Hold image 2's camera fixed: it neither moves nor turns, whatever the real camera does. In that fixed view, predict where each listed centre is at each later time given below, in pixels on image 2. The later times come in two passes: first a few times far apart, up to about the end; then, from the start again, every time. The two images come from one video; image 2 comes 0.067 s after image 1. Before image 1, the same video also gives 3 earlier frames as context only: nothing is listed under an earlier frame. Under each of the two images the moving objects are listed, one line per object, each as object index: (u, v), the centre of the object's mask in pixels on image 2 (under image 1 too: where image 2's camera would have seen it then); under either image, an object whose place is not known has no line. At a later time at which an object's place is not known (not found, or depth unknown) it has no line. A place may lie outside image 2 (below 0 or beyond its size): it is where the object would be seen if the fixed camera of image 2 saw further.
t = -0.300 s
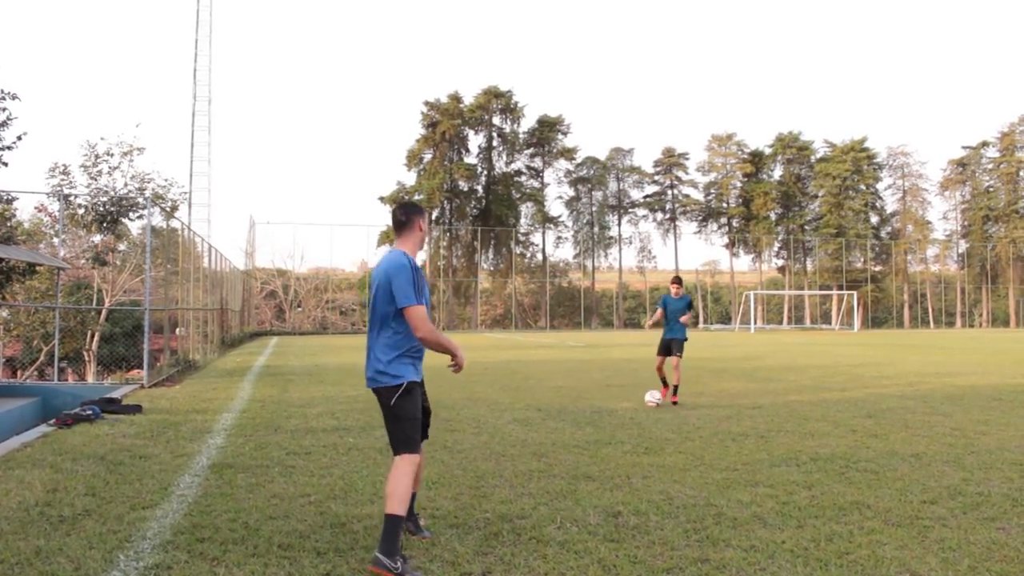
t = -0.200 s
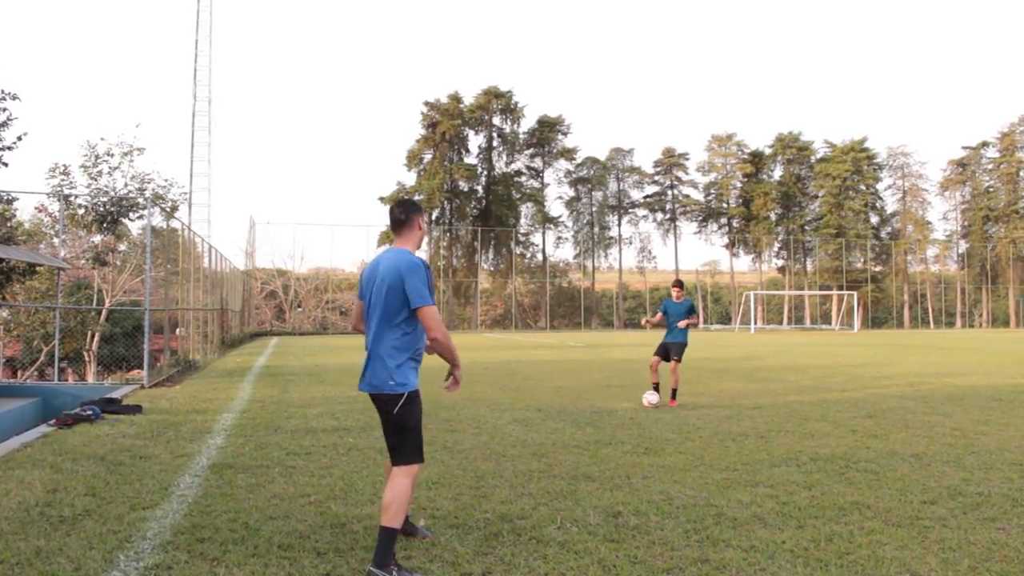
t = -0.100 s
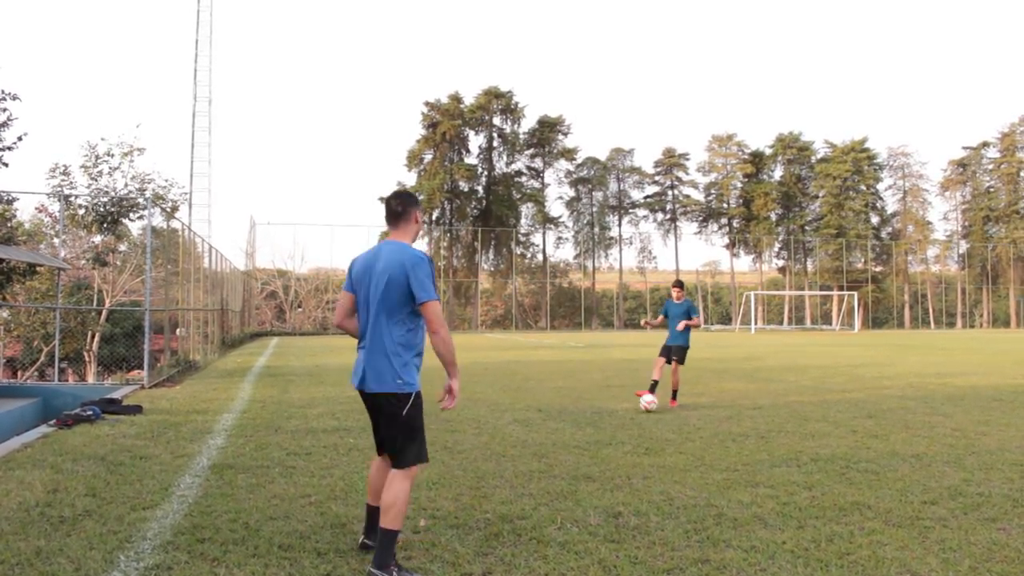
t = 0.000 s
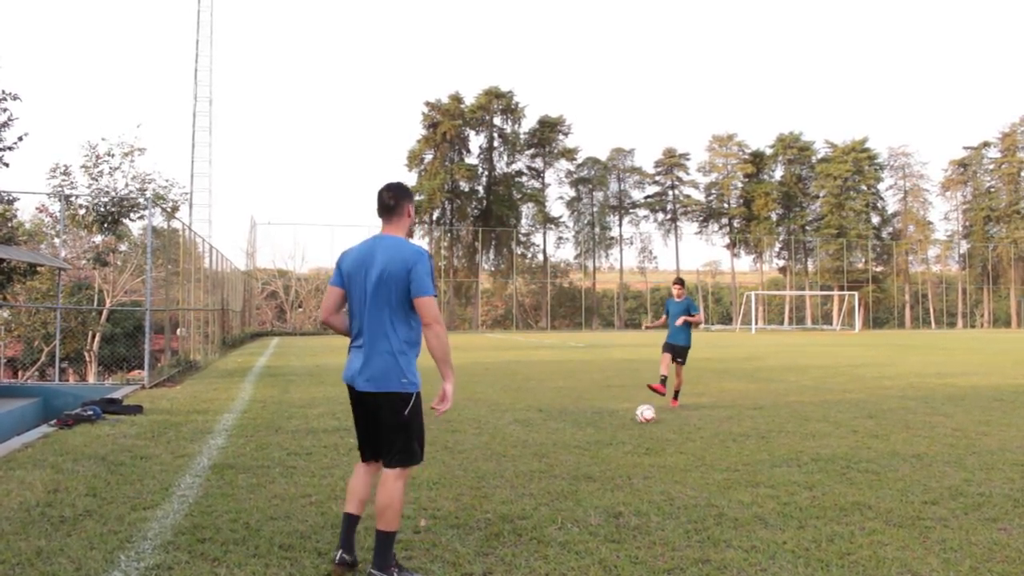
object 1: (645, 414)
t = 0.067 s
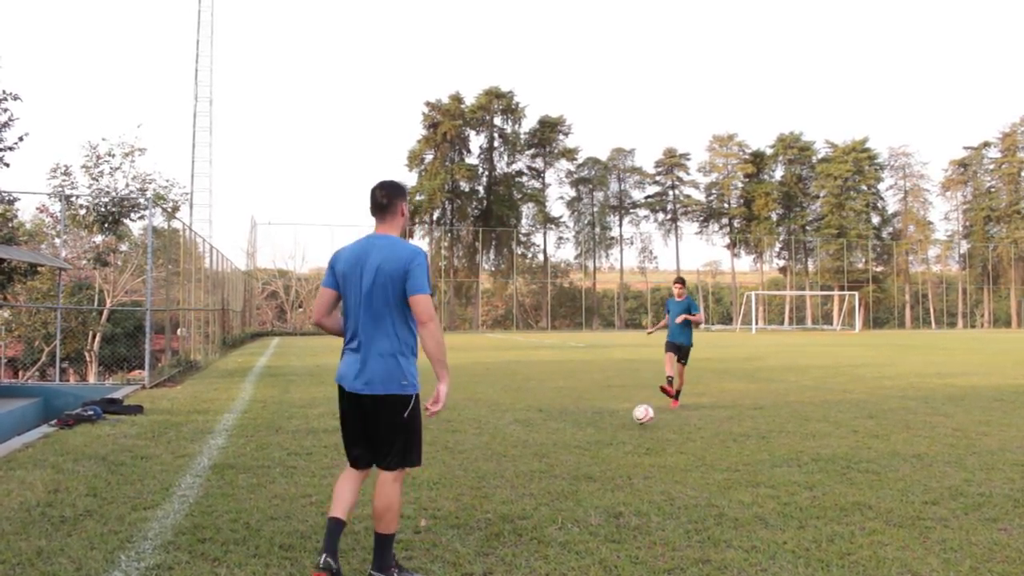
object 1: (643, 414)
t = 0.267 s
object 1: (633, 440)
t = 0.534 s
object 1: (624, 466)
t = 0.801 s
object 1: (608, 500)
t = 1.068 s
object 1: (587, 551)
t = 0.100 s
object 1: (642, 415)
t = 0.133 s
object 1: (640, 418)
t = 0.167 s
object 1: (639, 422)
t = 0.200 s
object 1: (637, 427)
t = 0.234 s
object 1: (635, 434)
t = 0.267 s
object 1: (633, 440)
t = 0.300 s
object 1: (633, 439)
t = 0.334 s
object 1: (631, 439)
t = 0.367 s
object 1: (631, 440)
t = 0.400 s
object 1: (629, 442)
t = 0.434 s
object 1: (628, 446)
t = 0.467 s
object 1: (627, 452)
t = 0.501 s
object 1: (625, 458)
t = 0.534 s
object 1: (624, 466)
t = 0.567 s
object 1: (621, 469)
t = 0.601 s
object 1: (620, 472)
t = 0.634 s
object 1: (619, 476)
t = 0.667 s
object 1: (616, 482)
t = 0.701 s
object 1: (615, 486)
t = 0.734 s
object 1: (613, 490)
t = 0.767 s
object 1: (610, 495)
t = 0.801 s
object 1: (608, 500)
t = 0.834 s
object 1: (607, 507)
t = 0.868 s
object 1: (604, 513)
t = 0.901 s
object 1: (601, 517)
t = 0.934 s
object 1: (599, 523)
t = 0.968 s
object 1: (596, 530)
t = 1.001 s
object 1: (594, 537)
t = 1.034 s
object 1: (590, 543)
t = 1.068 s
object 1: (587, 551)
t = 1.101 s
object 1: (584, 556)
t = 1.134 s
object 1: (581, 560)
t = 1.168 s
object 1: (578, 564)
